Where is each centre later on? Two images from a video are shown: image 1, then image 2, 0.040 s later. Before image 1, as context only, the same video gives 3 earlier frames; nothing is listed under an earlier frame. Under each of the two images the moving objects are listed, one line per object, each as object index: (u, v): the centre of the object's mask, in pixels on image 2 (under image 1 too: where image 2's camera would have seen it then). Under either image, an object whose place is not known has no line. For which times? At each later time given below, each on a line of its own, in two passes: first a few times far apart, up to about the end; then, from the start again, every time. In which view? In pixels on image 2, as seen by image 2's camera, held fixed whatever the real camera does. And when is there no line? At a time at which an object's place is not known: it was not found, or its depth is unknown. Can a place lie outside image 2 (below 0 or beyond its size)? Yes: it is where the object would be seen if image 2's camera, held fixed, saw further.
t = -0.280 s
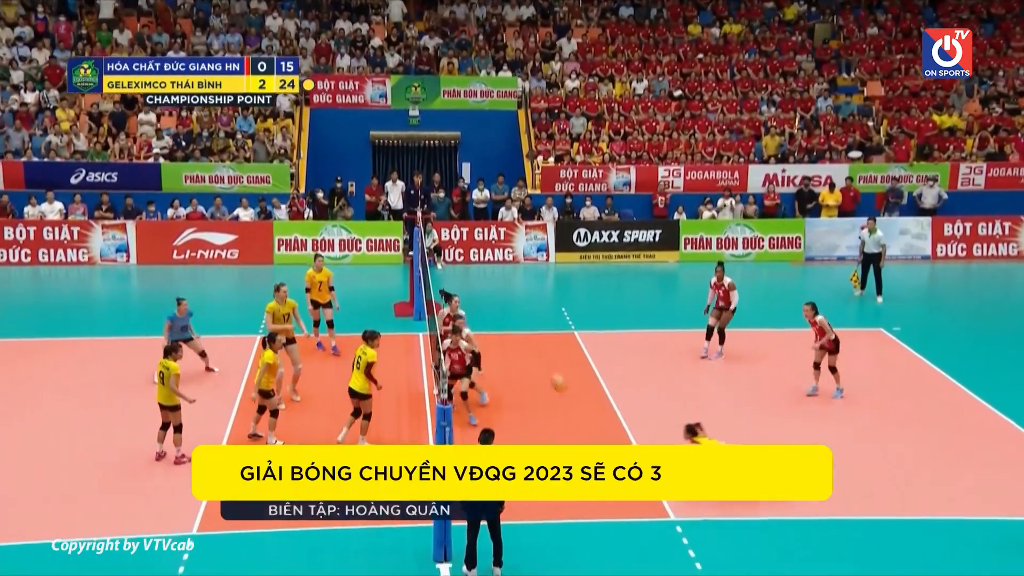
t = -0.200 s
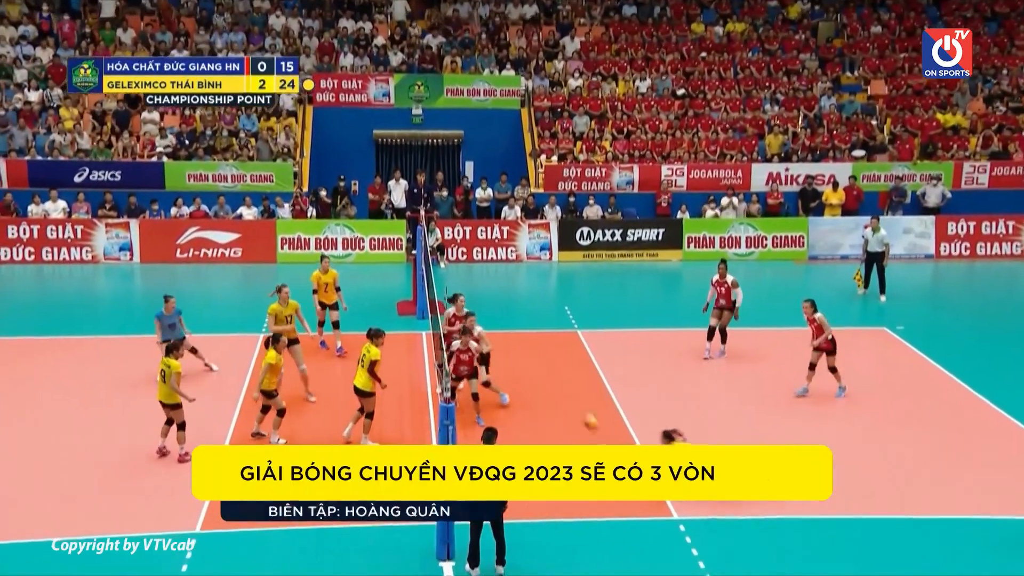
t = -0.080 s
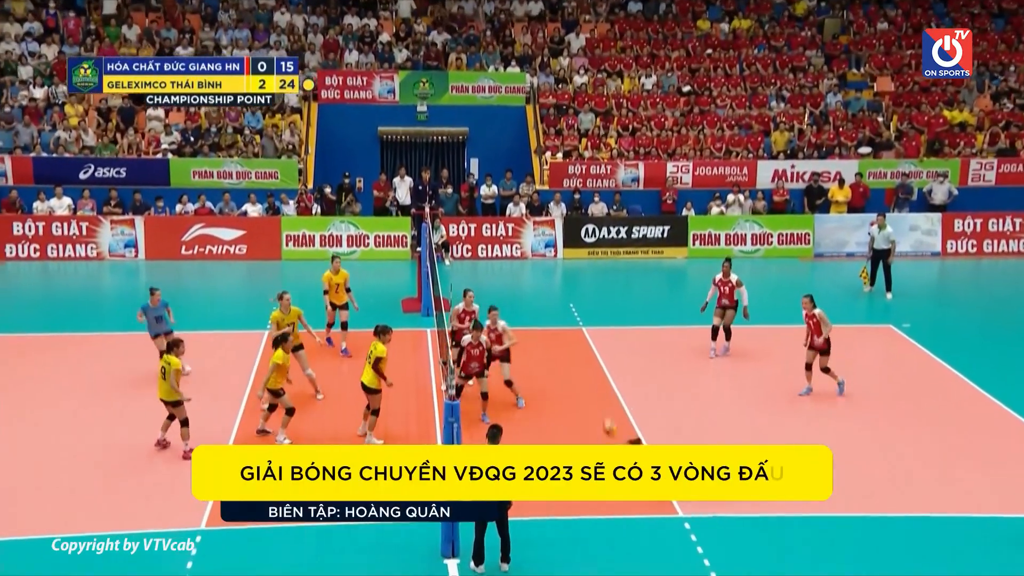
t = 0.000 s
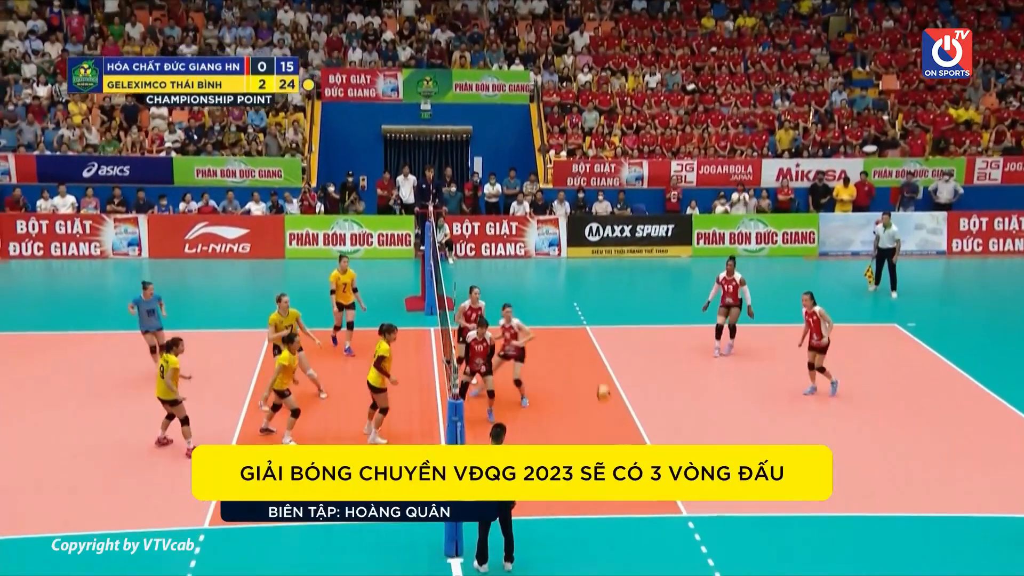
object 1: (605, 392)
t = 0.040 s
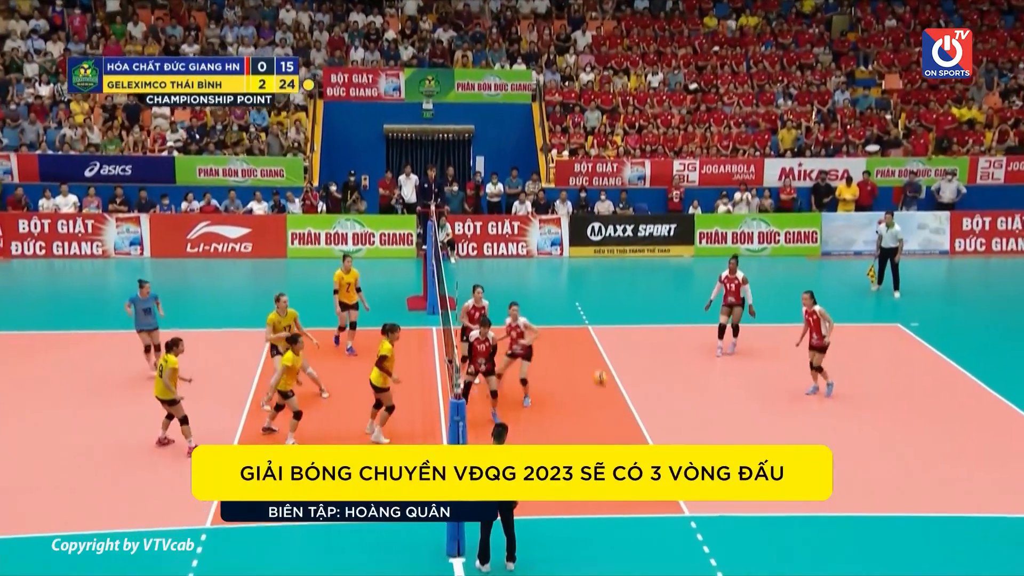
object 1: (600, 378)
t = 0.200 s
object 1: (582, 333)
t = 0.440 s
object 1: (561, 301)
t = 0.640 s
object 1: (547, 302)
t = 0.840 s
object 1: (534, 323)
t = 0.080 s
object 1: (596, 365)
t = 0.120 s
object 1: (590, 351)
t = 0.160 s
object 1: (586, 341)
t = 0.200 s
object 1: (582, 333)
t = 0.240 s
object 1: (578, 324)
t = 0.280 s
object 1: (574, 318)
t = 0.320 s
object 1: (571, 312)
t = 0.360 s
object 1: (567, 307)
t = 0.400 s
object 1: (564, 303)
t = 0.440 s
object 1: (561, 301)
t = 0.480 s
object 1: (558, 300)
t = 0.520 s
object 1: (555, 299)
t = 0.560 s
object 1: (552, 299)
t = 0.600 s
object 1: (549, 300)
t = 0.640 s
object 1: (547, 302)
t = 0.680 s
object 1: (544, 305)
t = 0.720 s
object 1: (541, 308)
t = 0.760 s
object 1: (539, 313)
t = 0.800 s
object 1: (537, 318)
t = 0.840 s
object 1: (534, 323)
